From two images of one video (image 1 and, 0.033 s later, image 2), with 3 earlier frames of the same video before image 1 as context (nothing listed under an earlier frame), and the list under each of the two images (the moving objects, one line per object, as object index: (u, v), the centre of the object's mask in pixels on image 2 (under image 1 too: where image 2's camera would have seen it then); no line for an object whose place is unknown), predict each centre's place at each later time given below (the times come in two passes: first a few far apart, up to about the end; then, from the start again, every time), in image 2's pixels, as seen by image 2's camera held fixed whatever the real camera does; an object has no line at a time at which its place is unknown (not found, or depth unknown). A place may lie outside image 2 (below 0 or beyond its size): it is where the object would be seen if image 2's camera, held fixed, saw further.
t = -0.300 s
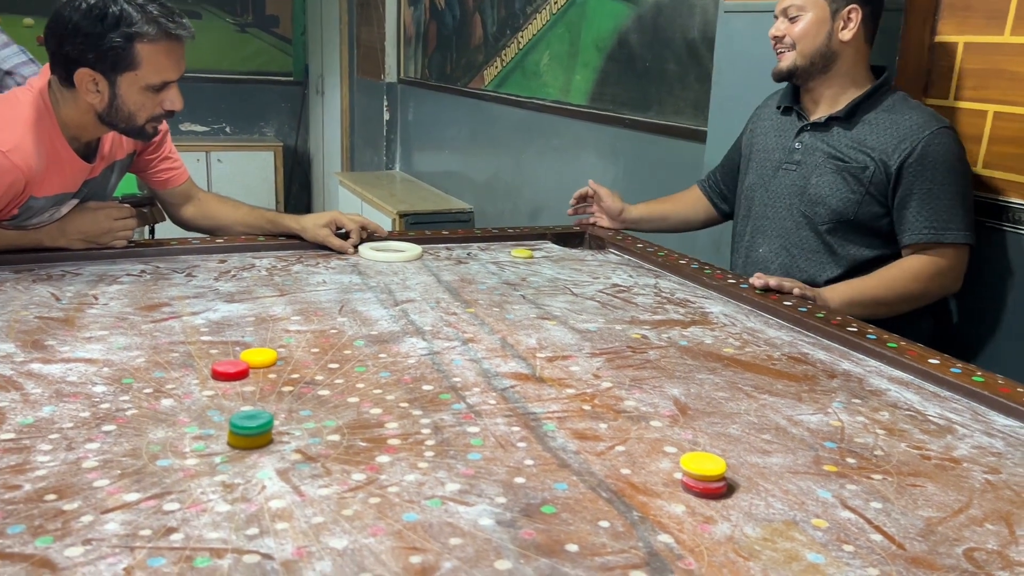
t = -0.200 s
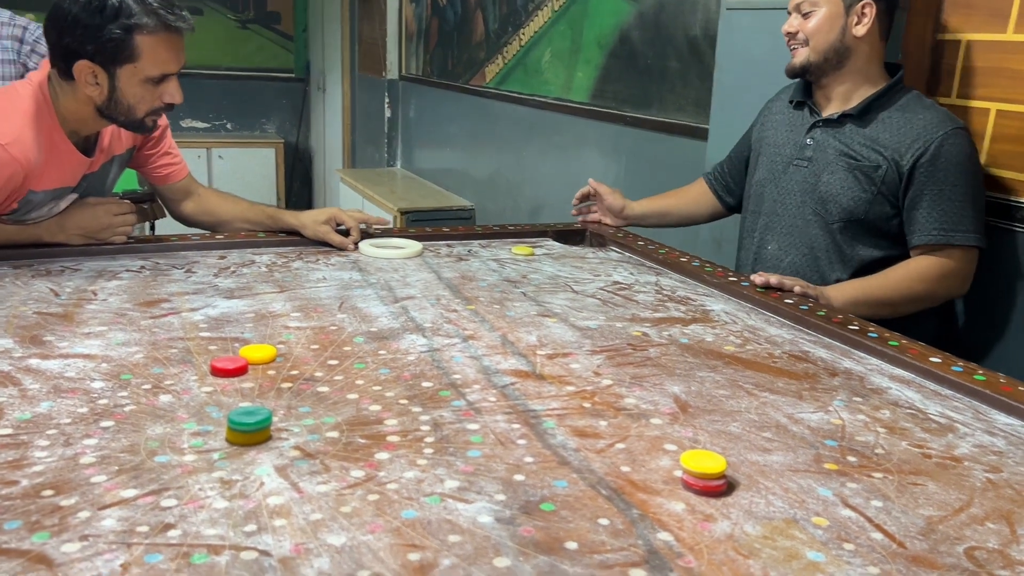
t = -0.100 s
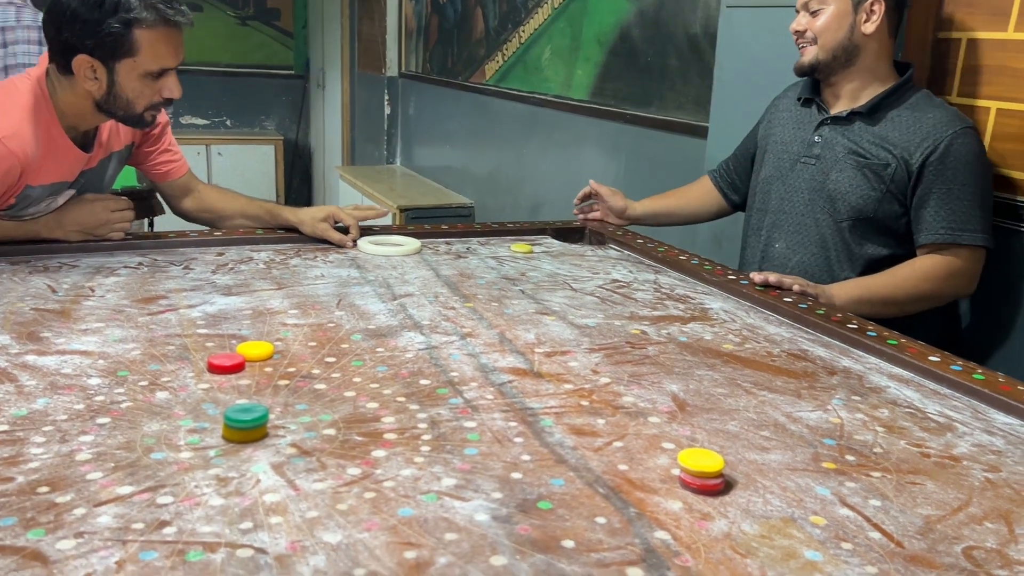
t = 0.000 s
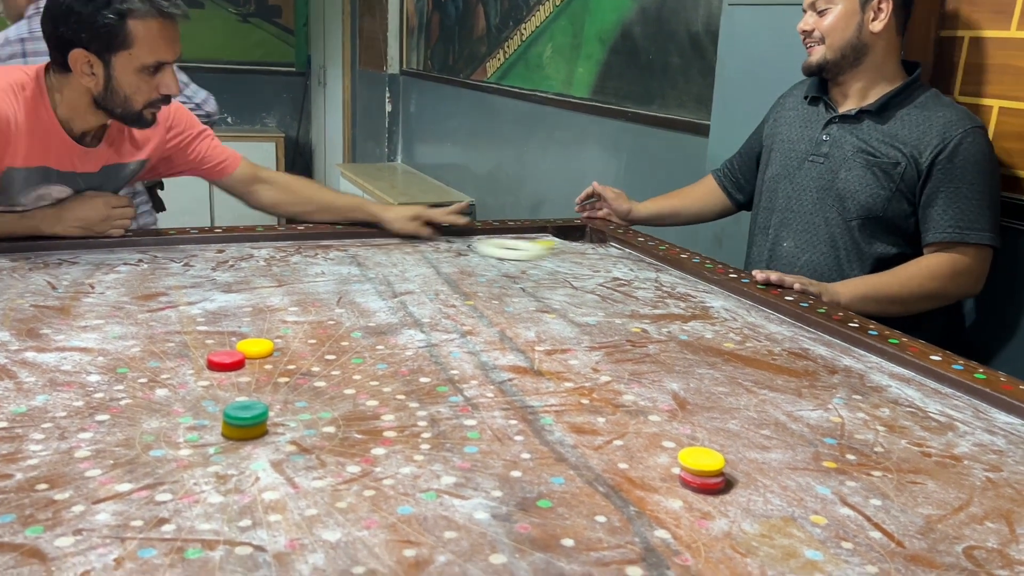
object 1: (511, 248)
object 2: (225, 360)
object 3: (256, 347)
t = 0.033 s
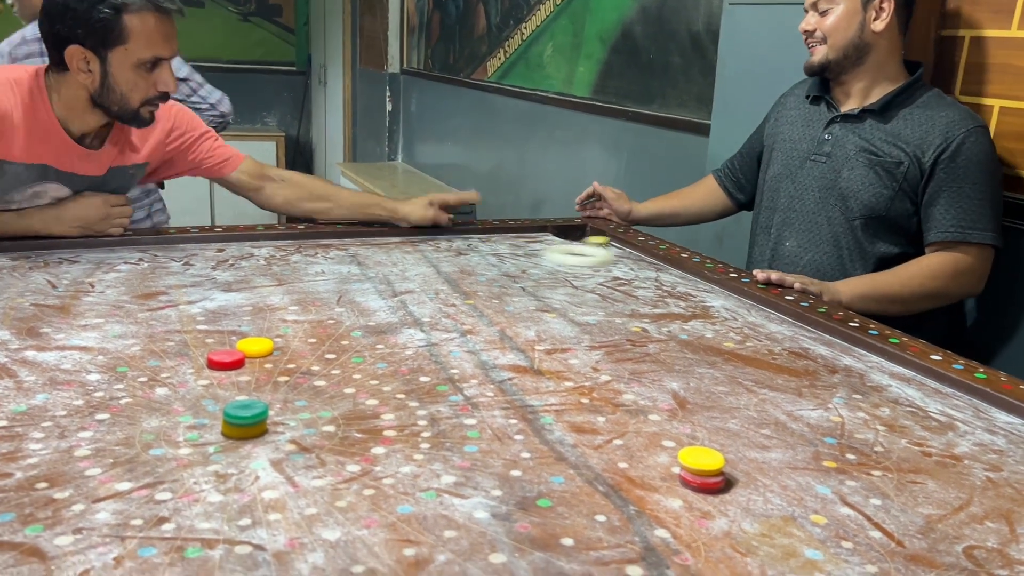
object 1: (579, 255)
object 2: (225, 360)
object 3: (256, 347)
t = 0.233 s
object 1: (429, 309)
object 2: (226, 360)
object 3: (256, 347)
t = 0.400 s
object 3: (63, 363)
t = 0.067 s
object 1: (630, 262)
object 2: (225, 360)
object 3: (256, 347)
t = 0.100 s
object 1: (595, 270)
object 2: (225, 360)
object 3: (256, 347)
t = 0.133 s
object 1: (558, 278)
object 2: (225, 360)
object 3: (256, 347)
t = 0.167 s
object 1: (519, 287)
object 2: (225, 360)
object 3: (256, 347)
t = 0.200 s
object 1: (476, 298)
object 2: (226, 360)
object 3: (256, 347)
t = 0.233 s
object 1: (429, 309)
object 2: (226, 360)
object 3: (256, 347)
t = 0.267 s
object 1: (374, 321)
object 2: (225, 360)
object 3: (256, 347)
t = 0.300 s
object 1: (316, 335)
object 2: (225, 360)
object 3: (255, 347)
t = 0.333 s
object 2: (177, 380)
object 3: (196, 352)
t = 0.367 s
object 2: (109, 408)
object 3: (131, 357)
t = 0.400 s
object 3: (63, 363)
